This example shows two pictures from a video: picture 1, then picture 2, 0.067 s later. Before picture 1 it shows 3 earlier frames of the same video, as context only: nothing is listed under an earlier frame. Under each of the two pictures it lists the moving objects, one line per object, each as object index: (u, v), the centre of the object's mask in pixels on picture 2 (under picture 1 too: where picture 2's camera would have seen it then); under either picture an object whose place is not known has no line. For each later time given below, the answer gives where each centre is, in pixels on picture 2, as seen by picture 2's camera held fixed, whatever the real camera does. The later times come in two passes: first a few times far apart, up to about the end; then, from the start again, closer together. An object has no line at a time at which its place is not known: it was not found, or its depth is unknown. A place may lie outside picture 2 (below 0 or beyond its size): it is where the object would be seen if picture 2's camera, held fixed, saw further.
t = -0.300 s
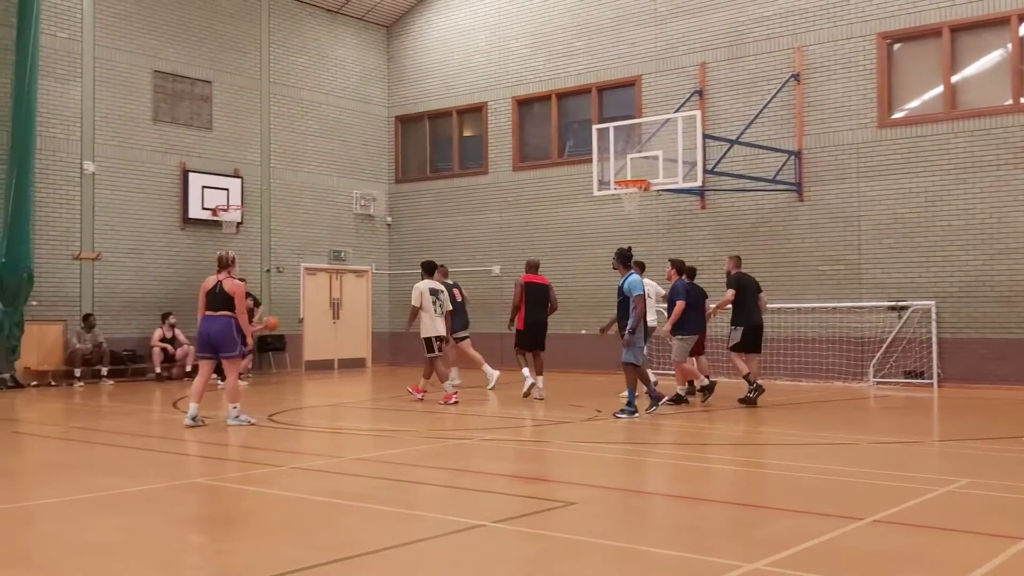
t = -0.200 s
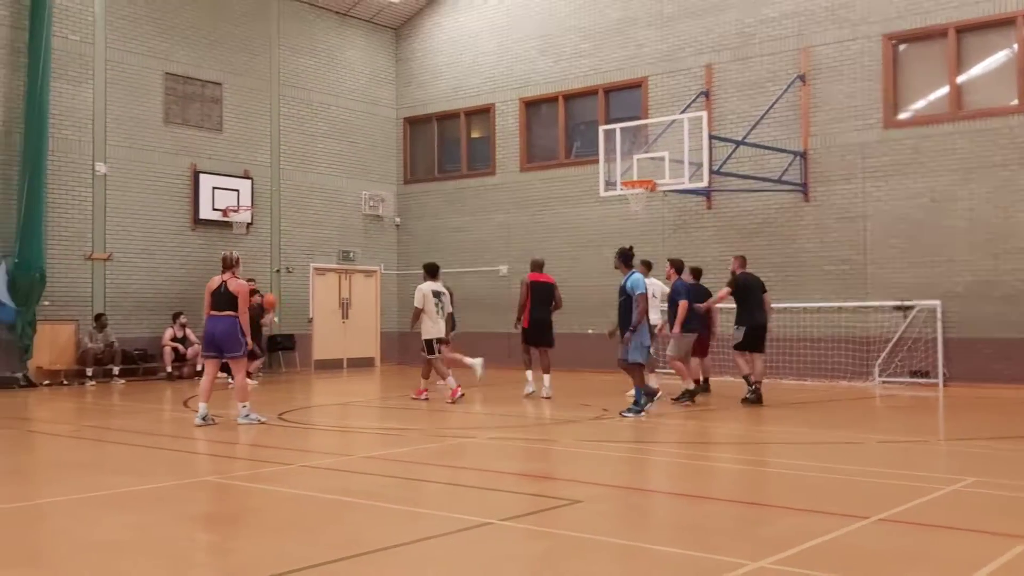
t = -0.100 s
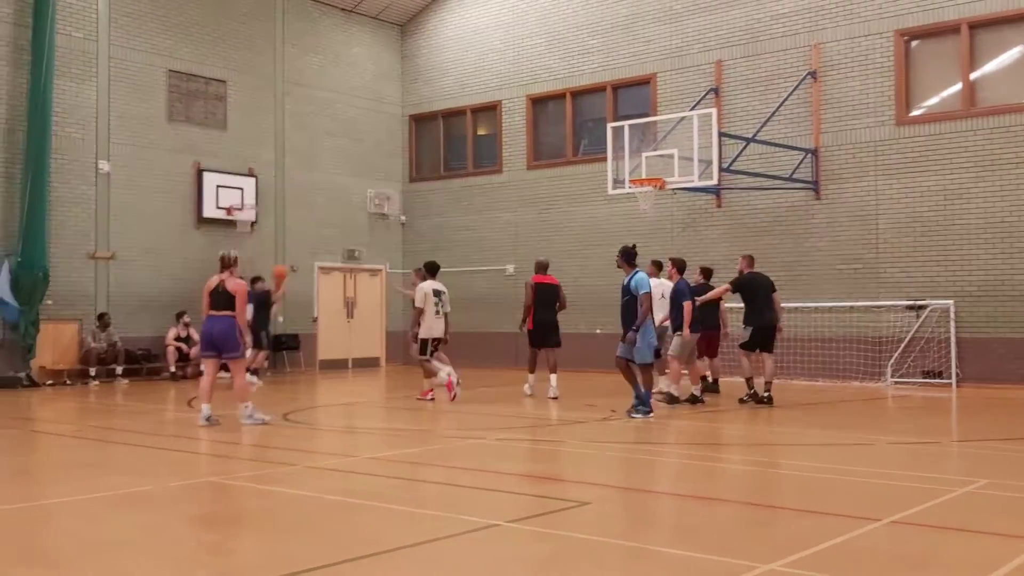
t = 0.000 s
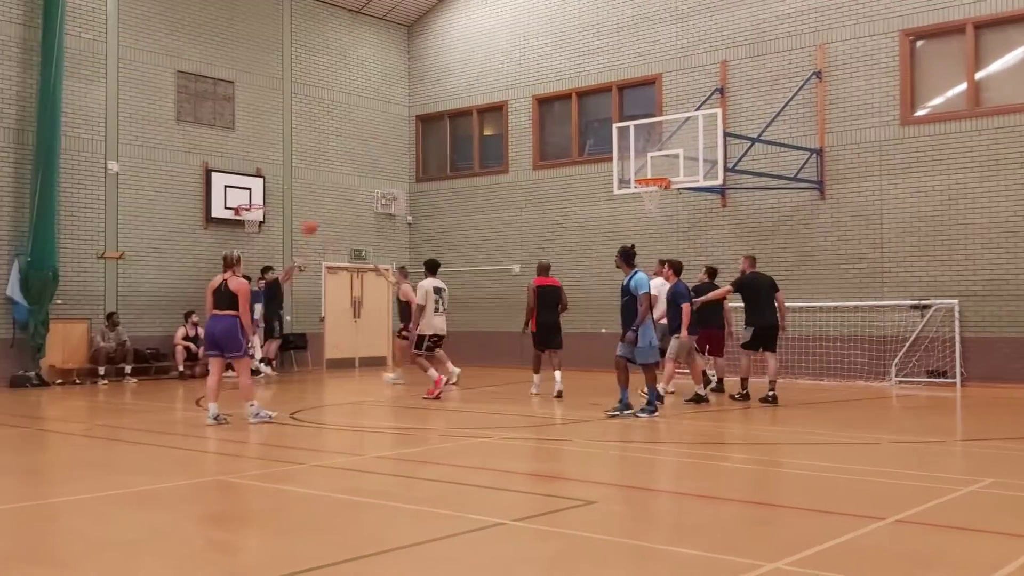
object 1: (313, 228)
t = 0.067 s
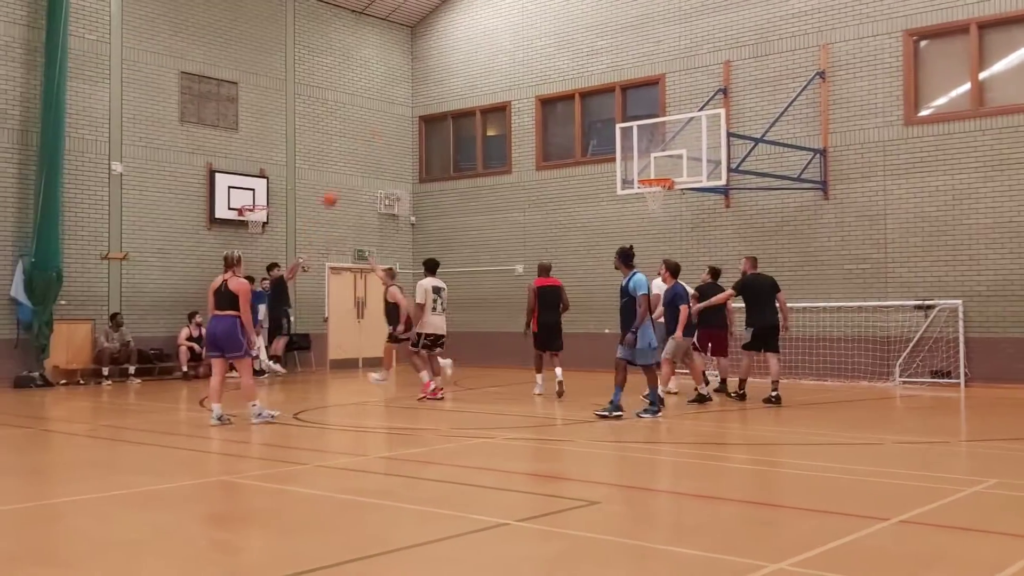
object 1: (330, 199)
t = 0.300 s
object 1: (388, 121)
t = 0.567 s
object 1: (455, 70)
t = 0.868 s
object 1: (533, 64)
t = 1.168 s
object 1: (613, 116)
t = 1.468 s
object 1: (669, 133)
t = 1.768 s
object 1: (695, 83)
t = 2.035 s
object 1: (718, 89)
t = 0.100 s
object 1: (338, 186)
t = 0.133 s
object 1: (346, 174)
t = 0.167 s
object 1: (354, 161)
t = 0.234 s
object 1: (371, 141)
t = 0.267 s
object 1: (380, 130)
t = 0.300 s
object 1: (388, 121)
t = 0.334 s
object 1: (397, 112)
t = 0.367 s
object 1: (404, 104)
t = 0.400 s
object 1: (413, 97)
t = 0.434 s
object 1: (420, 90)
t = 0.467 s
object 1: (429, 83)
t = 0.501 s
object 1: (438, 78)
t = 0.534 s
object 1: (446, 73)
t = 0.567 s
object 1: (455, 70)
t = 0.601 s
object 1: (463, 66)
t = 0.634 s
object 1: (472, 63)
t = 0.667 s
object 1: (481, 61)
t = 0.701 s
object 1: (489, 60)
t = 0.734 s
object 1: (498, 60)
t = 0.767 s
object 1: (507, 60)
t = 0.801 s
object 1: (515, 60)
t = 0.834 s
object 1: (524, 62)
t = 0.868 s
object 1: (533, 64)
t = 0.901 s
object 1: (542, 67)
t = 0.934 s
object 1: (550, 70)
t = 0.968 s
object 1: (559, 74)
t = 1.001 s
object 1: (568, 81)
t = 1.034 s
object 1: (578, 86)
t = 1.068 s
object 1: (586, 92)
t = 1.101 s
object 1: (595, 99)
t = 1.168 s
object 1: (613, 116)
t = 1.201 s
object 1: (622, 126)
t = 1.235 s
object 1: (631, 137)
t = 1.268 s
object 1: (642, 149)
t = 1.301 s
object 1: (650, 160)
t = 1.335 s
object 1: (659, 171)
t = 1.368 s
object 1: (661, 163)
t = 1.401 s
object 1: (665, 151)
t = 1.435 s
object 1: (667, 142)
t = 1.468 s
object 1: (669, 133)
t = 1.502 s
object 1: (672, 125)
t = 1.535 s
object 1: (675, 116)
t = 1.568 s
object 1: (678, 110)
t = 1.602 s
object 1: (681, 104)
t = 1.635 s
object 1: (683, 98)
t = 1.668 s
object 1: (686, 94)
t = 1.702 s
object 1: (689, 89)
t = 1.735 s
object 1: (692, 85)
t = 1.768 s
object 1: (695, 83)
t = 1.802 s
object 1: (698, 81)
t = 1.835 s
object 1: (700, 81)
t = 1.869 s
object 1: (703, 80)
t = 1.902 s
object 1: (706, 80)
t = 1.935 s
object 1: (709, 82)
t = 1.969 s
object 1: (712, 83)
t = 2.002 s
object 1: (715, 86)
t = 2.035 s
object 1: (718, 89)
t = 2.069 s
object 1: (721, 94)
